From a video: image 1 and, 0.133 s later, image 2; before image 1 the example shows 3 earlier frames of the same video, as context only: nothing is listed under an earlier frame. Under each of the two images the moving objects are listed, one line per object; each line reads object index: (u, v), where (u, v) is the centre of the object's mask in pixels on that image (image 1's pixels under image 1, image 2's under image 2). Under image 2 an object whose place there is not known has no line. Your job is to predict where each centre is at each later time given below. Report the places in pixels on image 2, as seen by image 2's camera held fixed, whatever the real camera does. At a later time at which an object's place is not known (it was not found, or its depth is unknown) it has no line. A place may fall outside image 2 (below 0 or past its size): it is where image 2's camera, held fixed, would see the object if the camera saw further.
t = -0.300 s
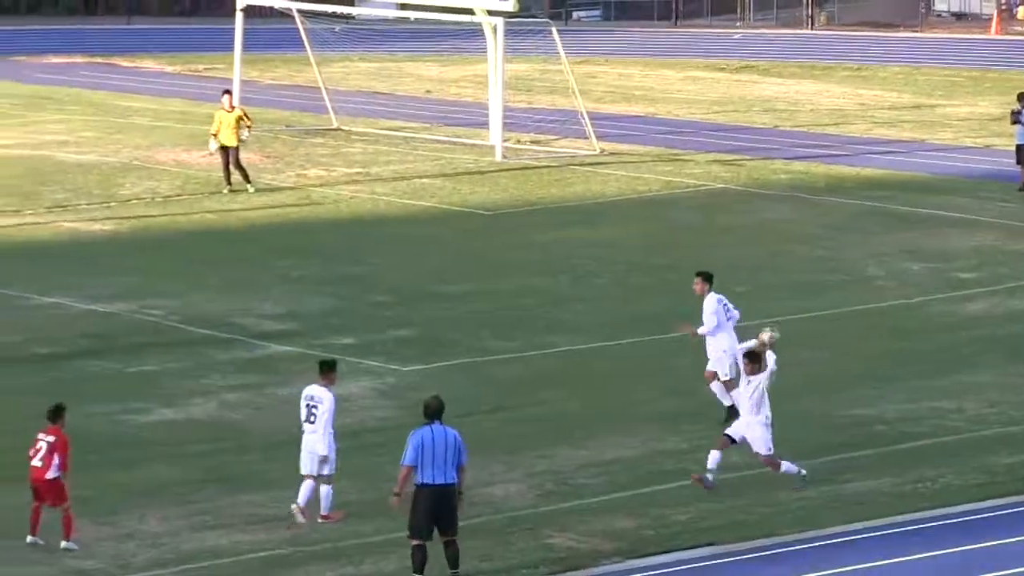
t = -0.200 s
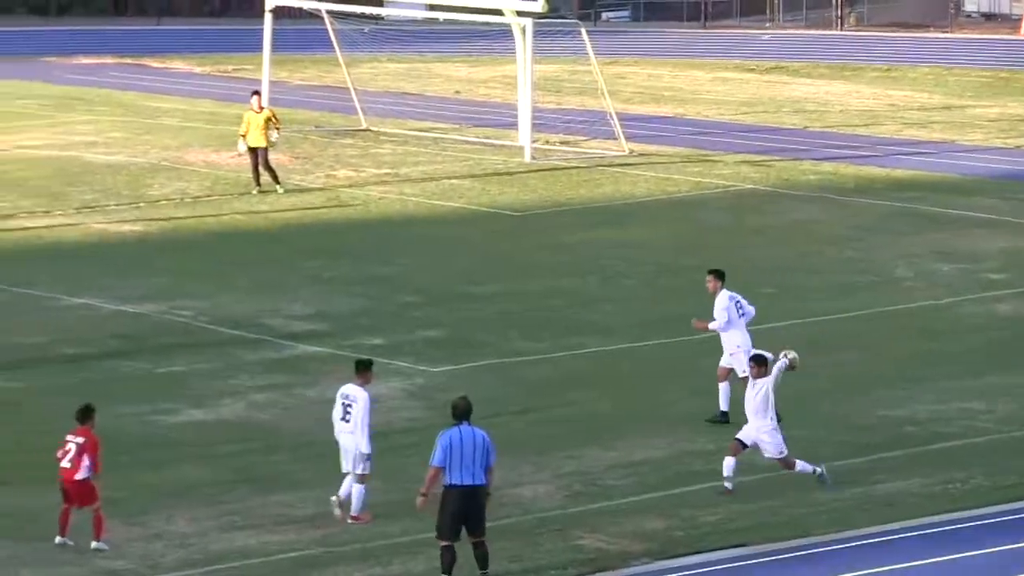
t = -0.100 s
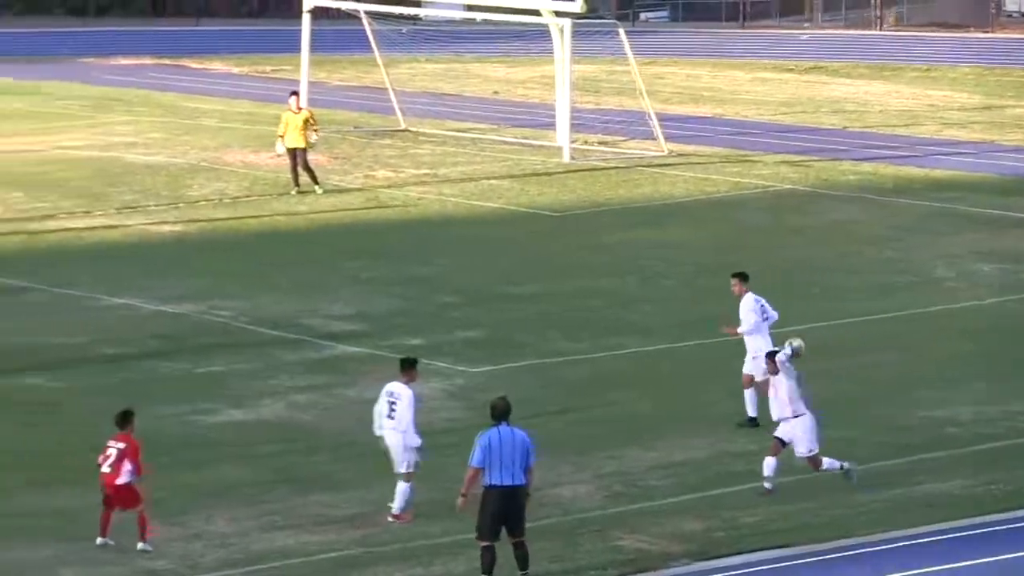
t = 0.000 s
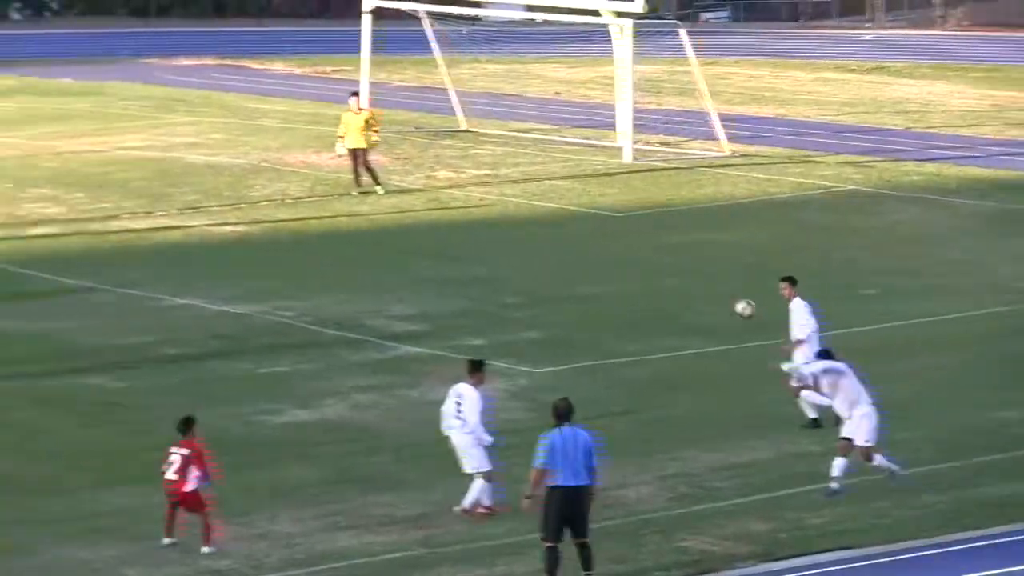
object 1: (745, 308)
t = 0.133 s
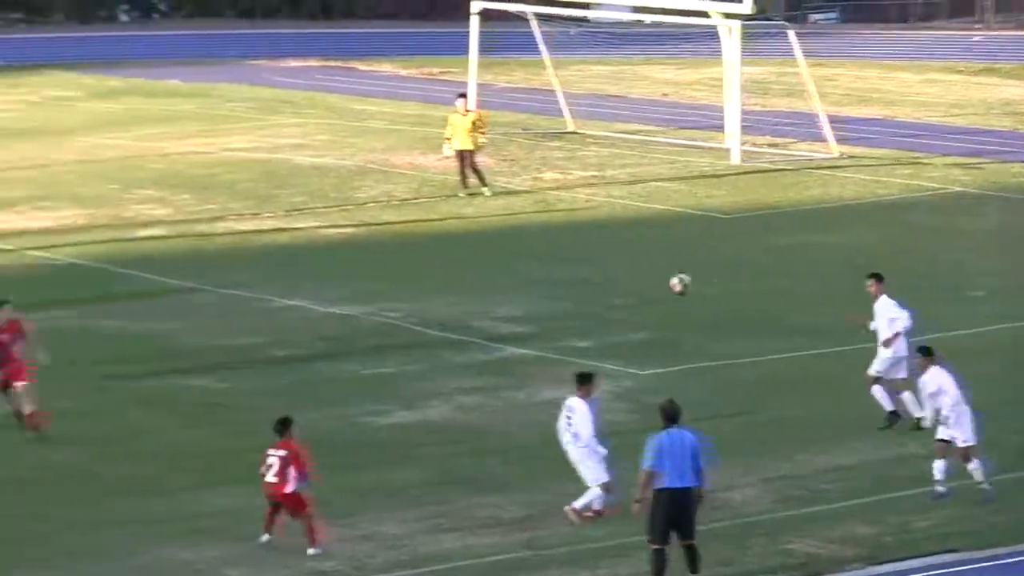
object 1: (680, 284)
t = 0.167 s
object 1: (636, 279)
